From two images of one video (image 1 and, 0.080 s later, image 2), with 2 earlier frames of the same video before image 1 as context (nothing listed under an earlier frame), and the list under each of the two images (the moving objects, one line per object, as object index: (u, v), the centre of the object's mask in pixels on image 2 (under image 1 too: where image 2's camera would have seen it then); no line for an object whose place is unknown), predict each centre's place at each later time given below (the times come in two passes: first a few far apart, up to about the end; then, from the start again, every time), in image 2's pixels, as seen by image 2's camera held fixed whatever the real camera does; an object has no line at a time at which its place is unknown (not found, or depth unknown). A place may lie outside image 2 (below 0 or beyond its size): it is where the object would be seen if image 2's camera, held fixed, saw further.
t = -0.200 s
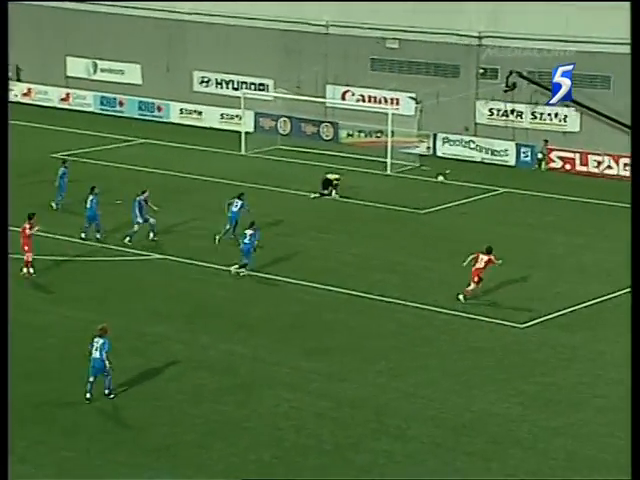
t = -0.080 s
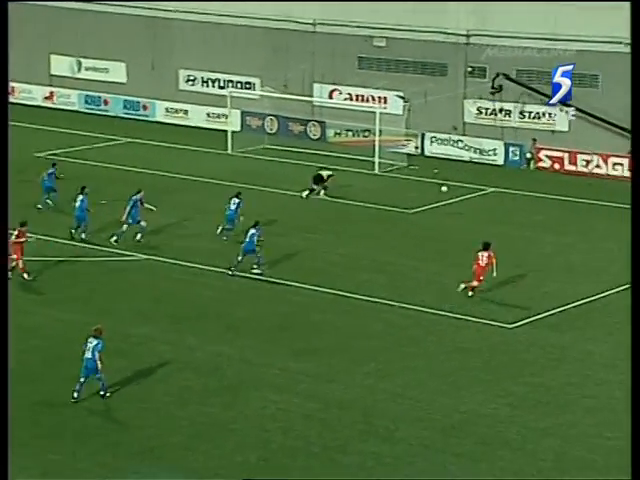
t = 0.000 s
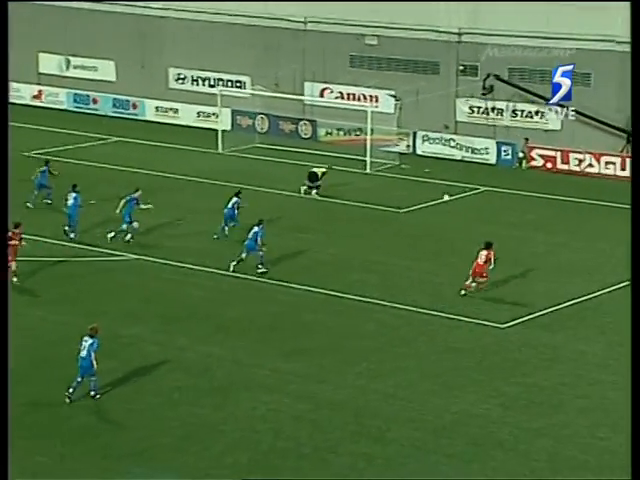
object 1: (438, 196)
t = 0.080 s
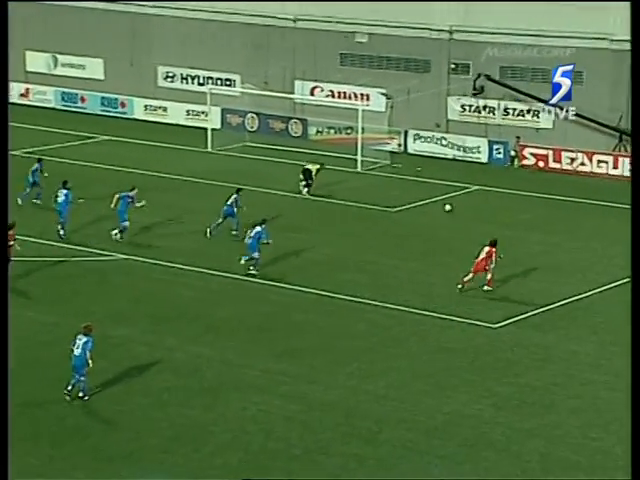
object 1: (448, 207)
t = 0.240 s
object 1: (472, 198)
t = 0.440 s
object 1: (502, 196)
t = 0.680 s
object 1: (537, 210)
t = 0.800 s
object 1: (555, 219)
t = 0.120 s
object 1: (453, 205)
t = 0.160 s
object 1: (459, 202)
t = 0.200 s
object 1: (466, 199)
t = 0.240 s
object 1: (472, 198)
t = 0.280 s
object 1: (478, 197)
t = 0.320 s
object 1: (484, 195)
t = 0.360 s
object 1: (490, 196)
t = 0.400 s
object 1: (496, 196)
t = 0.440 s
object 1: (502, 196)
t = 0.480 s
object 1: (508, 198)
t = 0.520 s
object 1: (514, 199)
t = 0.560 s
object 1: (519, 201)
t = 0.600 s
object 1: (526, 203)
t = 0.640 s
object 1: (531, 206)
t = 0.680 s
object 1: (537, 210)
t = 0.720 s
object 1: (543, 215)
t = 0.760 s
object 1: (549, 219)
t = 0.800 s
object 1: (555, 219)
